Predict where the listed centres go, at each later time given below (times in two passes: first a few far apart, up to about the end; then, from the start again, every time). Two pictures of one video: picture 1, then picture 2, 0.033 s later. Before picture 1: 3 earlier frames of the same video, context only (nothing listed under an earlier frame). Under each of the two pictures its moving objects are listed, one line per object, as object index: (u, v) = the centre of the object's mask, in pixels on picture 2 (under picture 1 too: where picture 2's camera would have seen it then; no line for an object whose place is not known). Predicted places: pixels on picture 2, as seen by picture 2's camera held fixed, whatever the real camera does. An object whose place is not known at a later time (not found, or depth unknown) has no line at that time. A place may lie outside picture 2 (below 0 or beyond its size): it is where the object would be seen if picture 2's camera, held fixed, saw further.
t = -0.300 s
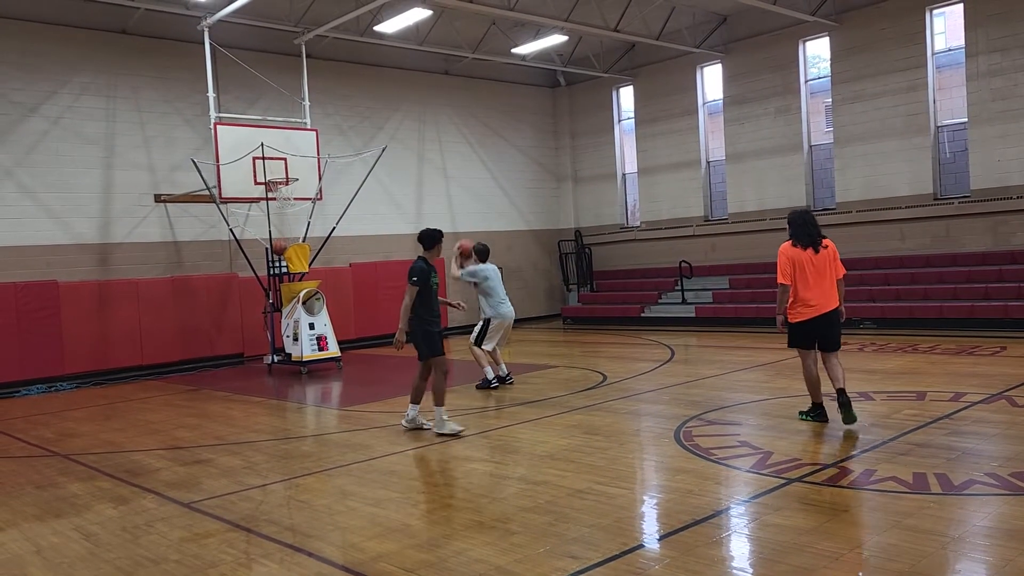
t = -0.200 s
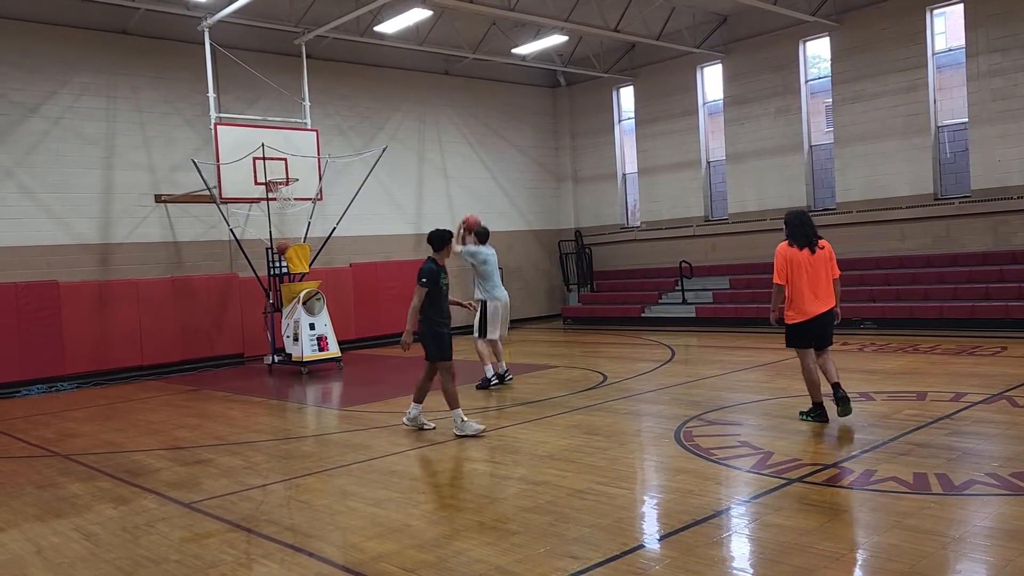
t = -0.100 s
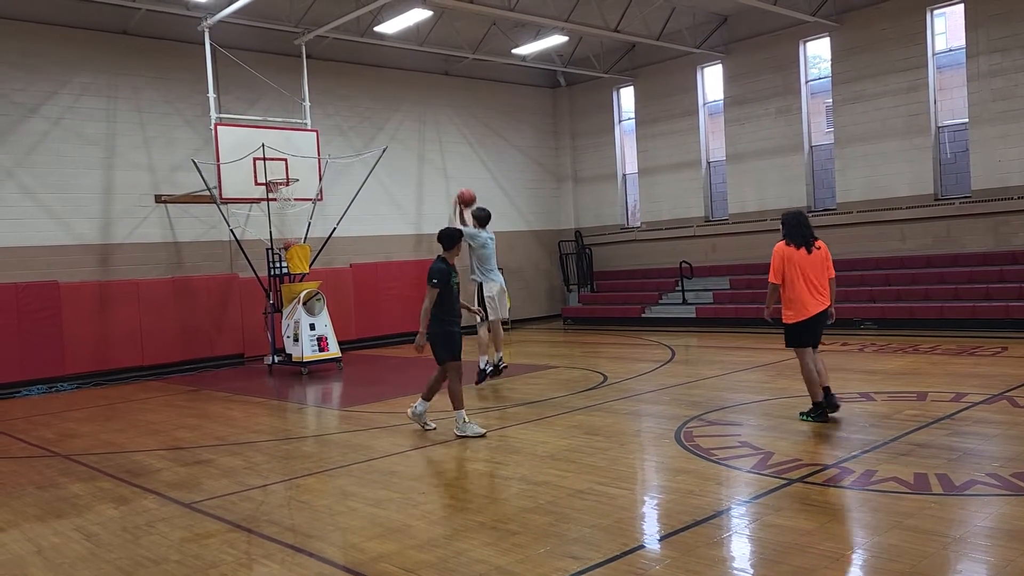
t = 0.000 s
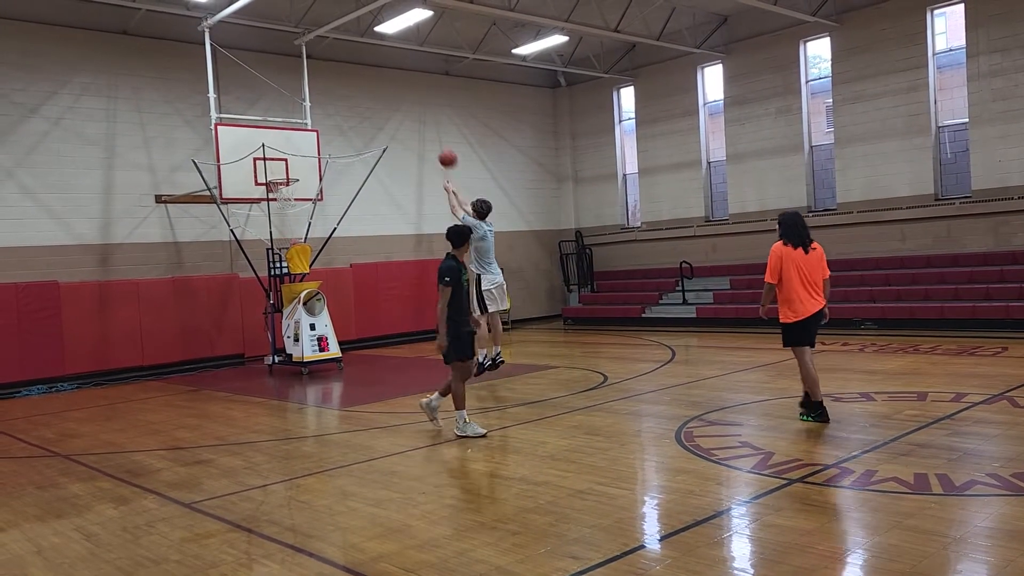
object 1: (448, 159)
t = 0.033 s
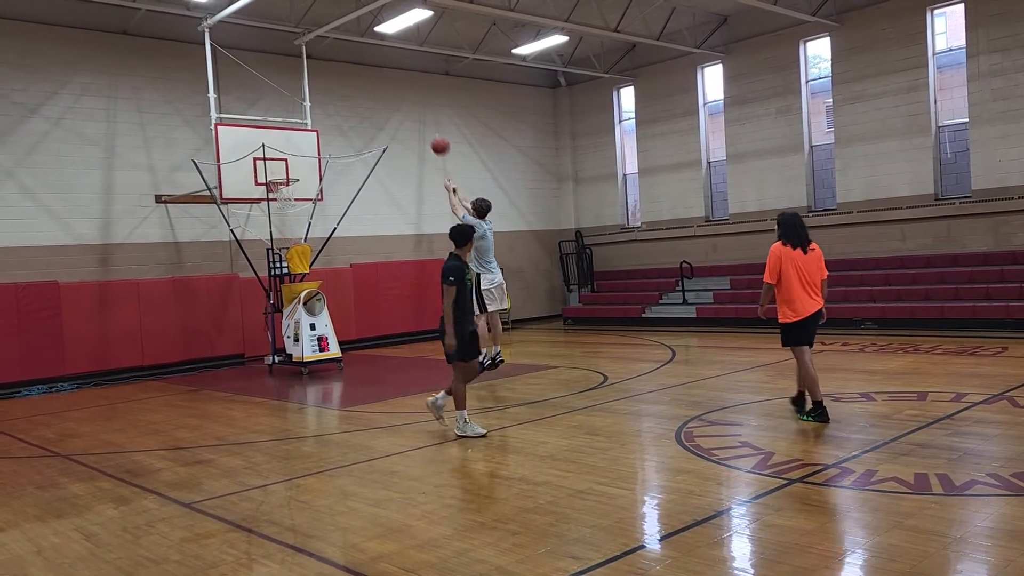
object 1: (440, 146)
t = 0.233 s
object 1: (399, 88)
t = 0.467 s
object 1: (356, 64)
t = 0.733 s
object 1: (318, 81)
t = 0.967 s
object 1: (289, 133)
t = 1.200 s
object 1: (298, 168)
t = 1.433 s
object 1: (361, 163)
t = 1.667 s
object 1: (365, 148)
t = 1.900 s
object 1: (365, 156)
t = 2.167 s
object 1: (367, 210)
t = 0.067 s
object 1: (432, 134)
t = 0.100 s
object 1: (425, 122)
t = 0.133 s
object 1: (418, 113)
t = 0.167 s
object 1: (411, 103)
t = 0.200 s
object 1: (405, 95)
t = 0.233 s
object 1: (399, 88)
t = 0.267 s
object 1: (392, 82)
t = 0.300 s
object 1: (386, 77)
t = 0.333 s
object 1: (380, 73)
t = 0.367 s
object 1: (374, 69)
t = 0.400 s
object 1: (368, 67)
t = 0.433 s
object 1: (362, 65)
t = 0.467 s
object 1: (356, 64)
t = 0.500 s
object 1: (351, 64)
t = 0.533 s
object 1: (346, 64)
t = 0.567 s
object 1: (340, 66)
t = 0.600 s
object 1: (335, 67)
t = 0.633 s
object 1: (331, 70)
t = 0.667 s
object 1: (326, 73)
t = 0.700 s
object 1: (322, 77)
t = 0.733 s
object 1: (318, 81)
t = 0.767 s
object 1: (313, 87)
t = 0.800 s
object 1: (309, 93)
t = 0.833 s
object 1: (304, 100)
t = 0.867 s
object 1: (300, 108)
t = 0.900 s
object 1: (297, 116)
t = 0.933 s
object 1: (293, 124)
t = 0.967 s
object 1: (289, 133)
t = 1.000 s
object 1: (285, 142)
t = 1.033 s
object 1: (282, 152)
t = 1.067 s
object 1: (279, 163)
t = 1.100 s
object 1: (275, 174)
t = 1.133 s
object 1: (280, 174)
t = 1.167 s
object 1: (289, 171)
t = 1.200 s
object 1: (298, 168)
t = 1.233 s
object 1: (306, 165)
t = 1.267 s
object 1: (315, 164)
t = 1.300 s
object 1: (325, 162)
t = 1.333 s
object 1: (333, 161)
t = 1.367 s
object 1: (342, 161)
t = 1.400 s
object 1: (352, 162)
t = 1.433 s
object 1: (361, 163)
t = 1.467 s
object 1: (367, 163)
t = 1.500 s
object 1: (367, 160)
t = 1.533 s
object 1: (367, 156)
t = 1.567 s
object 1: (366, 153)
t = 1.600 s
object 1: (366, 151)
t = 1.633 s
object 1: (366, 149)
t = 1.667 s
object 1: (365, 148)
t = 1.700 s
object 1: (365, 147)
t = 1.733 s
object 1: (365, 147)
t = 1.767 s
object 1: (365, 147)
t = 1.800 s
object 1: (365, 148)
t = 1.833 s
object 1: (365, 150)
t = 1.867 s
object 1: (365, 152)
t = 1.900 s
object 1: (365, 156)
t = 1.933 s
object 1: (365, 160)
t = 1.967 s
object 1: (365, 165)
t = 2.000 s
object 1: (365, 171)
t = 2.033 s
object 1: (366, 177)
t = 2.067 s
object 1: (366, 184)
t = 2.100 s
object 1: (366, 192)
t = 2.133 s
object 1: (367, 200)
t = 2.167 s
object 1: (367, 210)
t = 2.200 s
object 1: (368, 220)
